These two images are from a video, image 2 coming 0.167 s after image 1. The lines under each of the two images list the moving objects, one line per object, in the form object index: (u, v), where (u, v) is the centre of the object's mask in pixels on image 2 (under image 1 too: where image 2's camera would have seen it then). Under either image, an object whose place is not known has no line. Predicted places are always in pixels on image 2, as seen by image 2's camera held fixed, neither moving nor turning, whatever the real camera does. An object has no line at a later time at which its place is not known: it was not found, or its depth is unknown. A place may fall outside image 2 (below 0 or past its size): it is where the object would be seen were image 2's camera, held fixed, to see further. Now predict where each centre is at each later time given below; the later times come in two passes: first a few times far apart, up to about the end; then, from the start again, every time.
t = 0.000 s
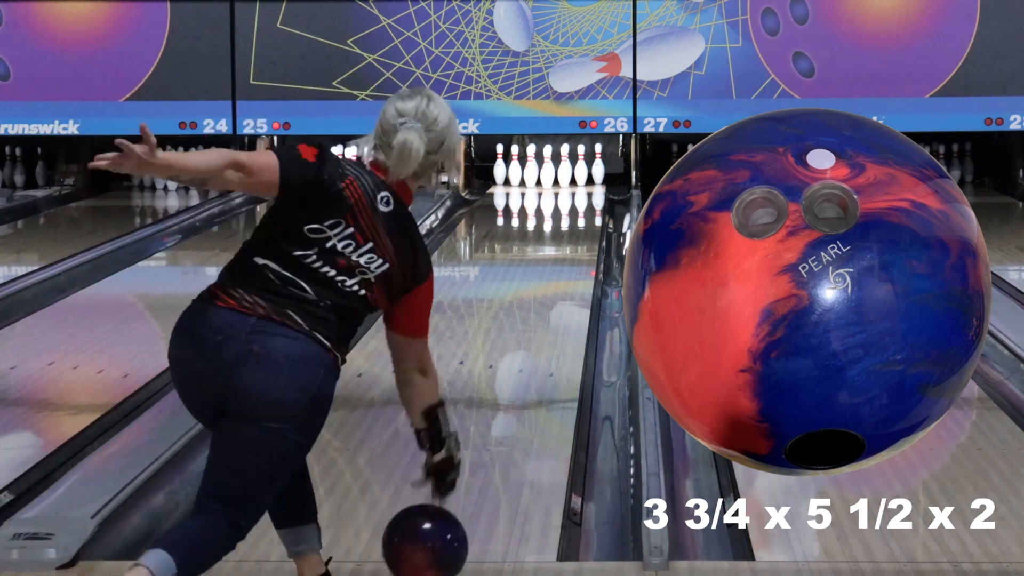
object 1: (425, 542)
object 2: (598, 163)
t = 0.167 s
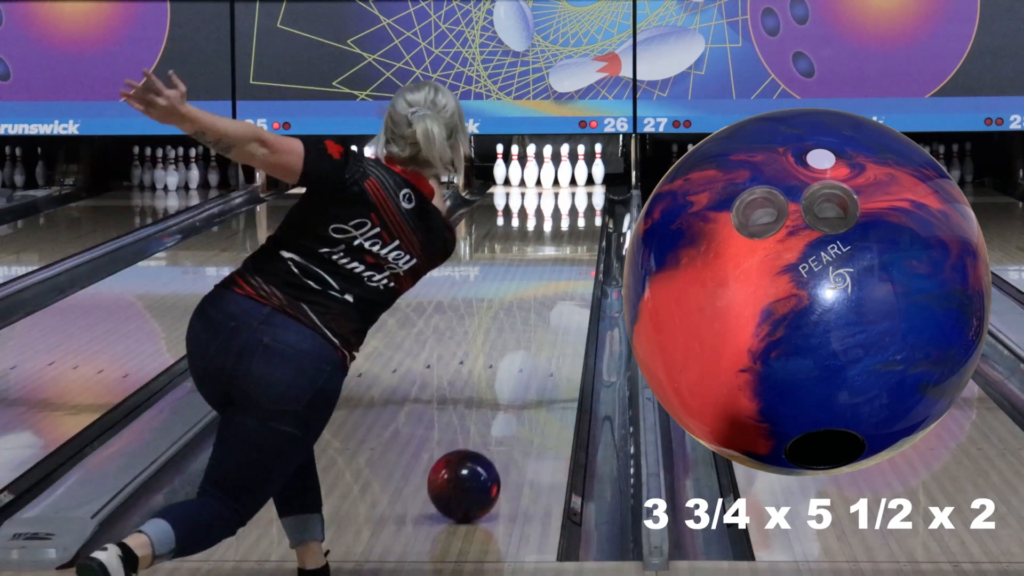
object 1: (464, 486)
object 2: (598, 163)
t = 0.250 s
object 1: (479, 454)
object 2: (598, 163)
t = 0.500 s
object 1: (512, 380)
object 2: (598, 163)
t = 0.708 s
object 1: (532, 336)
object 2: (598, 163)
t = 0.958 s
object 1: (549, 296)
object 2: (598, 163)
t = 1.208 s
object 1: (561, 265)
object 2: (598, 163)
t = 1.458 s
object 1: (569, 241)
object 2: (598, 163)
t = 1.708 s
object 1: (573, 222)
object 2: (598, 163)
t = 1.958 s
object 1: (574, 206)
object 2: (598, 163)
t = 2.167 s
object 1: (571, 196)
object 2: (598, 163)
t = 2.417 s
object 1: (561, 186)
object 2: (598, 163)
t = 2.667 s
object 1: (552, 177)
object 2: (598, 163)
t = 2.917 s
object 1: (539, 171)
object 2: (616, 167)
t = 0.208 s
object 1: (471, 469)
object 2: (598, 163)
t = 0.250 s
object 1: (479, 454)
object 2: (598, 163)
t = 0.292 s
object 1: (485, 439)
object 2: (598, 163)
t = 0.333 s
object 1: (491, 426)
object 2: (598, 163)
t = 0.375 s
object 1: (497, 413)
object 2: (598, 163)
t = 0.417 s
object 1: (503, 401)
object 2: (598, 162)
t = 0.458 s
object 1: (508, 390)
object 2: (598, 163)
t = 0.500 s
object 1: (512, 380)
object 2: (598, 163)
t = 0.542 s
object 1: (517, 370)
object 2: (598, 163)
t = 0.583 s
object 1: (521, 361)
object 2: (598, 162)
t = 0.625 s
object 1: (525, 352)
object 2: (598, 162)
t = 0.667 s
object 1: (529, 344)
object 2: (598, 162)
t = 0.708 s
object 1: (532, 336)
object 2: (598, 163)
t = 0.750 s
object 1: (535, 329)
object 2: (598, 163)
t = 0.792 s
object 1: (539, 322)
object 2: (598, 163)
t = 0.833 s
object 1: (541, 315)
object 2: (598, 162)
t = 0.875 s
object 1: (544, 309)
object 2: (598, 163)
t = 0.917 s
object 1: (546, 302)
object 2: (598, 163)
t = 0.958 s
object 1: (549, 296)
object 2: (598, 163)
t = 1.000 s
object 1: (551, 290)
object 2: (598, 163)
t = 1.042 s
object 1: (553, 285)
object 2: (598, 163)
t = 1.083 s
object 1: (555, 280)
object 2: (598, 163)
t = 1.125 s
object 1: (557, 275)
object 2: (598, 163)
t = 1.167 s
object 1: (559, 270)
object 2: (598, 163)
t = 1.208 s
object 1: (561, 265)
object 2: (598, 163)
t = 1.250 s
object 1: (562, 261)
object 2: (598, 163)
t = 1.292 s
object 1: (564, 256)
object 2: (598, 163)
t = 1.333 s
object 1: (565, 253)
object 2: (598, 163)
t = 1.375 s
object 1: (566, 249)
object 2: (598, 163)
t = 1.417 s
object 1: (567, 245)
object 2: (598, 163)
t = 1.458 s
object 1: (569, 241)
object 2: (598, 163)
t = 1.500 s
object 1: (569, 238)
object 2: (598, 163)
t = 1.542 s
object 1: (570, 235)
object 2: (598, 162)
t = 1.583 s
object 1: (571, 231)
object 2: (598, 163)
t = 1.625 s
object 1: (572, 228)
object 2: (598, 163)
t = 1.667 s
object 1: (573, 225)
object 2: (598, 163)
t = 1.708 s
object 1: (573, 222)
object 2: (598, 163)
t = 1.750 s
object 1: (573, 219)
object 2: (598, 163)
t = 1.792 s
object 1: (574, 216)
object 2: (598, 163)
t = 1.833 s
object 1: (574, 214)
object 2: (598, 163)
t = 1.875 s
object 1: (574, 211)
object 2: (598, 163)
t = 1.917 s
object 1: (574, 209)
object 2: (598, 163)
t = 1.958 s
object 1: (574, 206)
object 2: (598, 163)
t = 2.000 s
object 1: (574, 204)
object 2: (598, 163)
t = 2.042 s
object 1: (573, 202)
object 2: (598, 163)
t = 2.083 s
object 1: (573, 200)
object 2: (598, 163)
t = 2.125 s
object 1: (572, 198)
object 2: (598, 163)
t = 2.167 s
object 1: (571, 196)
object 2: (598, 163)
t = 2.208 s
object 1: (569, 194)
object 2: (598, 162)
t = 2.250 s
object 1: (568, 192)
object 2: (598, 163)
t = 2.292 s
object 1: (566, 190)
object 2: (598, 163)
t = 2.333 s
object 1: (565, 189)
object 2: (598, 162)
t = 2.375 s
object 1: (563, 187)
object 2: (598, 162)
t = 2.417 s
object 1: (561, 186)
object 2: (598, 163)
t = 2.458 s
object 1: (559, 184)
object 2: (598, 163)
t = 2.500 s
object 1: (557, 183)
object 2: (598, 163)
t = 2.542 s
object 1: (555, 181)
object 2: (598, 163)
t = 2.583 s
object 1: (553, 180)
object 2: (598, 163)
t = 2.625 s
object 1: (551, 178)
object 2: (598, 163)
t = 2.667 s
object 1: (552, 177)
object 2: (598, 163)
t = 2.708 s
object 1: (551, 176)
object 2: (598, 162)
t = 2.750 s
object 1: (549, 176)
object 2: (598, 165)
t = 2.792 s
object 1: (546, 175)
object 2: (599, 161)
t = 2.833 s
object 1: (543, 174)
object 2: (604, 158)
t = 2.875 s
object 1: (541, 173)
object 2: (609, 161)
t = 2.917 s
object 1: (539, 171)
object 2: (616, 167)
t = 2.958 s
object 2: (618, 172)
